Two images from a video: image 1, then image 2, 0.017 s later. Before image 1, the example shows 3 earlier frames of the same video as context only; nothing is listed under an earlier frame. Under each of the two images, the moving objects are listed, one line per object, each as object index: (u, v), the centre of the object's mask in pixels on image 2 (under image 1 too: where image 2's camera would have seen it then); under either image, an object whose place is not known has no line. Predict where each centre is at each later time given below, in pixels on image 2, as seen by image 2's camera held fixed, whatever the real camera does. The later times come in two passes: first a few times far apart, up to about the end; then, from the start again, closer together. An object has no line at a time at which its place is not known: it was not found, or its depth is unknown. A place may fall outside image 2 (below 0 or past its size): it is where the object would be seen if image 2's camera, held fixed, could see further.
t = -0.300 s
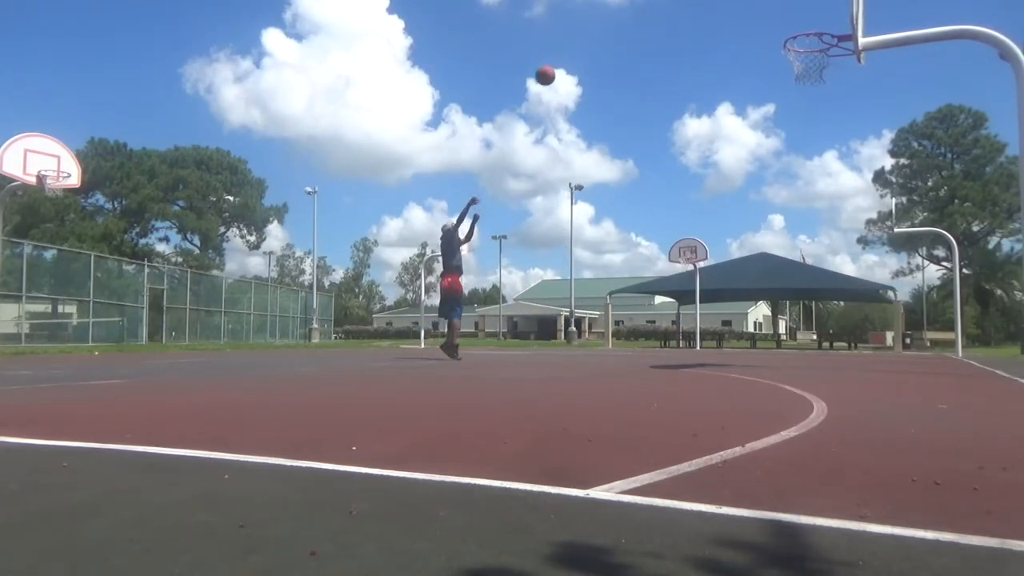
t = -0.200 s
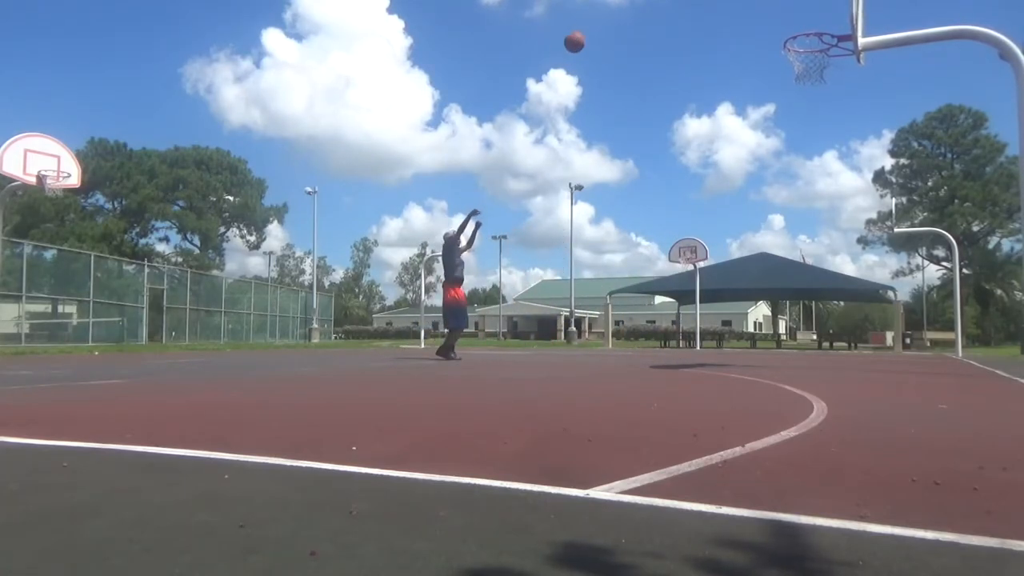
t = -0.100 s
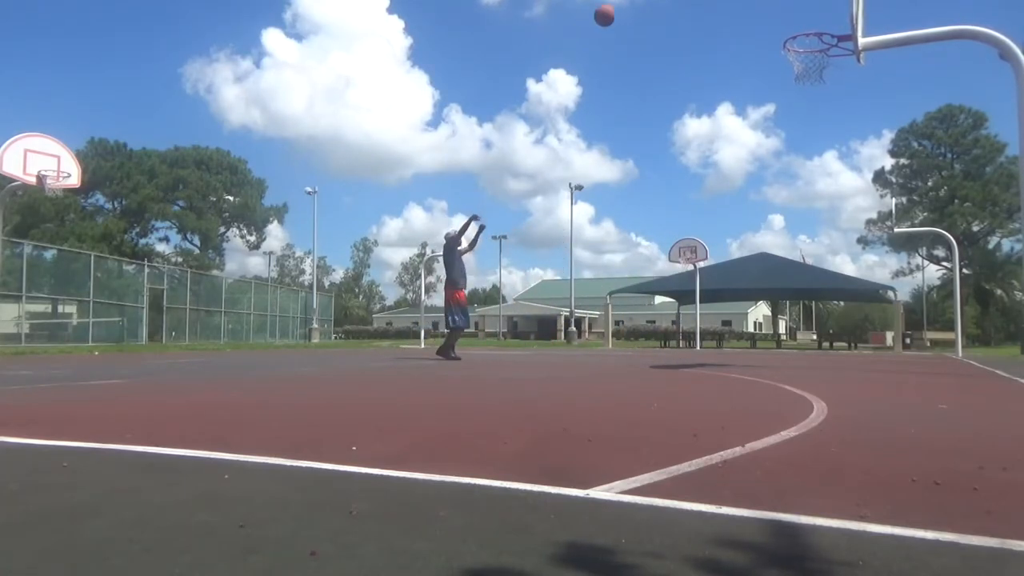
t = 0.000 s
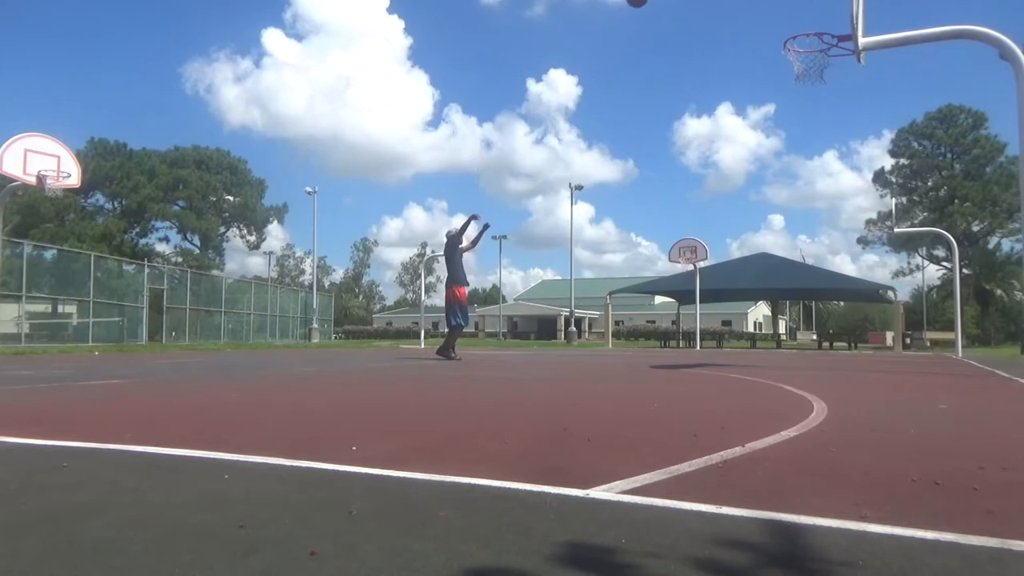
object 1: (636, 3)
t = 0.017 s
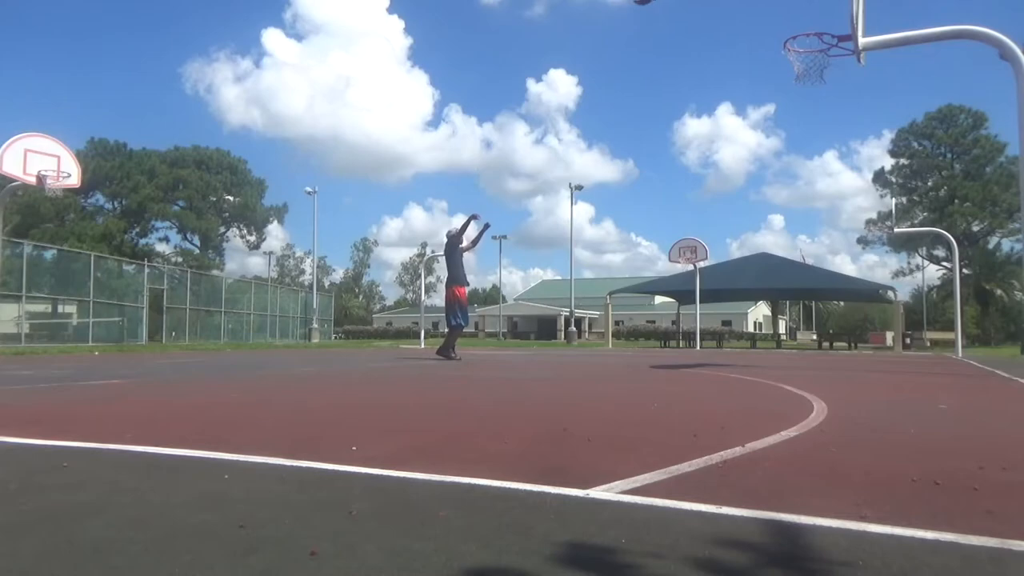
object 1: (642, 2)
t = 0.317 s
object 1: (754, 2)
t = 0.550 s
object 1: (814, 22)
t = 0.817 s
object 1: (769, 40)
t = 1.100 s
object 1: (735, 113)
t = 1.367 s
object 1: (711, 223)
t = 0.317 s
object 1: (754, 2)
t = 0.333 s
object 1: (759, 3)
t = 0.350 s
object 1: (766, 4)
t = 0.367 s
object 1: (773, 5)
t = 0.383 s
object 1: (780, 7)
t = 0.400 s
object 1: (787, 9)
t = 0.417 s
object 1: (795, 11)
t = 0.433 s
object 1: (802, 14)
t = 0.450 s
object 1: (809, 18)
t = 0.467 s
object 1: (817, 23)
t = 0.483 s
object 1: (824, 28)
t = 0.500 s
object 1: (823, 28)
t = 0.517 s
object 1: (820, 26)
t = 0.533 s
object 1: (816, 24)
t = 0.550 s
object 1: (814, 22)
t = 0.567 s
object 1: (810, 22)
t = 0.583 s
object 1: (807, 22)
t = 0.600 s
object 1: (804, 22)
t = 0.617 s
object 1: (801, 22)
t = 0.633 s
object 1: (798, 22)
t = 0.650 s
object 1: (795, 22)
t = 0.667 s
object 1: (792, 23)
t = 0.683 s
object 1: (790, 24)
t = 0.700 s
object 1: (787, 25)
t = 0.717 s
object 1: (784, 27)
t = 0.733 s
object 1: (781, 28)
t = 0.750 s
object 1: (779, 30)
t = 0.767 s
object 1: (776, 32)
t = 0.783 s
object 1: (774, 34)
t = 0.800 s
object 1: (772, 37)
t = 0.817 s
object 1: (769, 40)
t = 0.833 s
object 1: (767, 43)
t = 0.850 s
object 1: (765, 46)
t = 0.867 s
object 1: (762, 49)
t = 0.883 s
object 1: (760, 53)
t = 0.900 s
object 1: (758, 56)
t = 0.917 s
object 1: (756, 60)
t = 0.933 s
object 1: (754, 64)
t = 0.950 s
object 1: (752, 68)
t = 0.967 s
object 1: (750, 73)
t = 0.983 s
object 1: (748, 77)
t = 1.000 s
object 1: (746, 82)
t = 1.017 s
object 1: (744, 87)
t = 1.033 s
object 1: (742, 92)
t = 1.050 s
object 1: (740, 97)
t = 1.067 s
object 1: (738, 102)
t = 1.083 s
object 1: (737, 108)
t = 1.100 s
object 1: (735, 113)
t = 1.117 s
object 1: (733, 119)
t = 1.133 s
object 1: (732, 125)
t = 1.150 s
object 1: (730, 131)
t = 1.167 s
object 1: (729, 138)
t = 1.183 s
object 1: (727, 144)
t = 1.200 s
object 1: (725, 151)
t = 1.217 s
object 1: (724, 157)
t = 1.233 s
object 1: (722, 164)
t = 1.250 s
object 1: (721, 171)
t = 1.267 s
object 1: (720, 178)
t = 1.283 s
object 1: (718, 185)
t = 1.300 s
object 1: (716, 193)
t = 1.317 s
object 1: (715, 200)
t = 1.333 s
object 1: (714, 207)
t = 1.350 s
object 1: (713, 215)
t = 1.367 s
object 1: (711, 223)
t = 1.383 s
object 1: (710, 231)
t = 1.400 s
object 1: (709, 238)
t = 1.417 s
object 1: (708, 247)
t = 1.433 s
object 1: (707, 256)
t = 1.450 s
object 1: (706, 263)
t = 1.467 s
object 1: (705, 272)
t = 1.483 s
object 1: (703, 280)
